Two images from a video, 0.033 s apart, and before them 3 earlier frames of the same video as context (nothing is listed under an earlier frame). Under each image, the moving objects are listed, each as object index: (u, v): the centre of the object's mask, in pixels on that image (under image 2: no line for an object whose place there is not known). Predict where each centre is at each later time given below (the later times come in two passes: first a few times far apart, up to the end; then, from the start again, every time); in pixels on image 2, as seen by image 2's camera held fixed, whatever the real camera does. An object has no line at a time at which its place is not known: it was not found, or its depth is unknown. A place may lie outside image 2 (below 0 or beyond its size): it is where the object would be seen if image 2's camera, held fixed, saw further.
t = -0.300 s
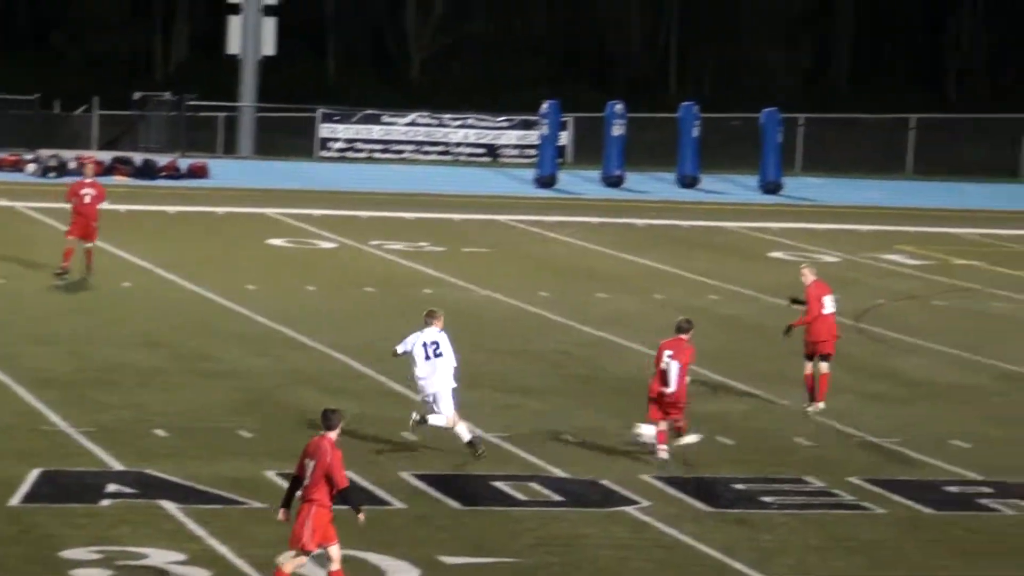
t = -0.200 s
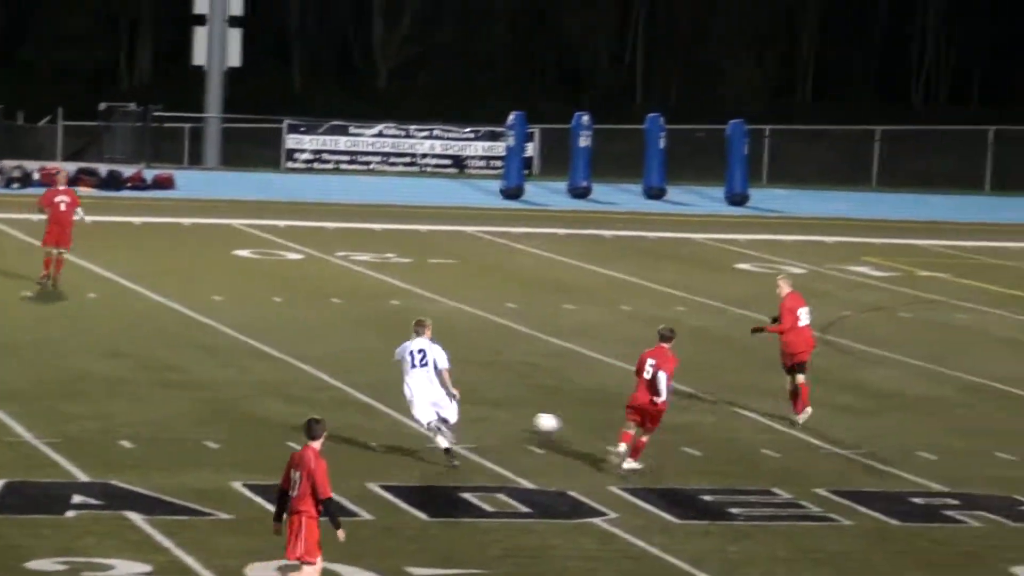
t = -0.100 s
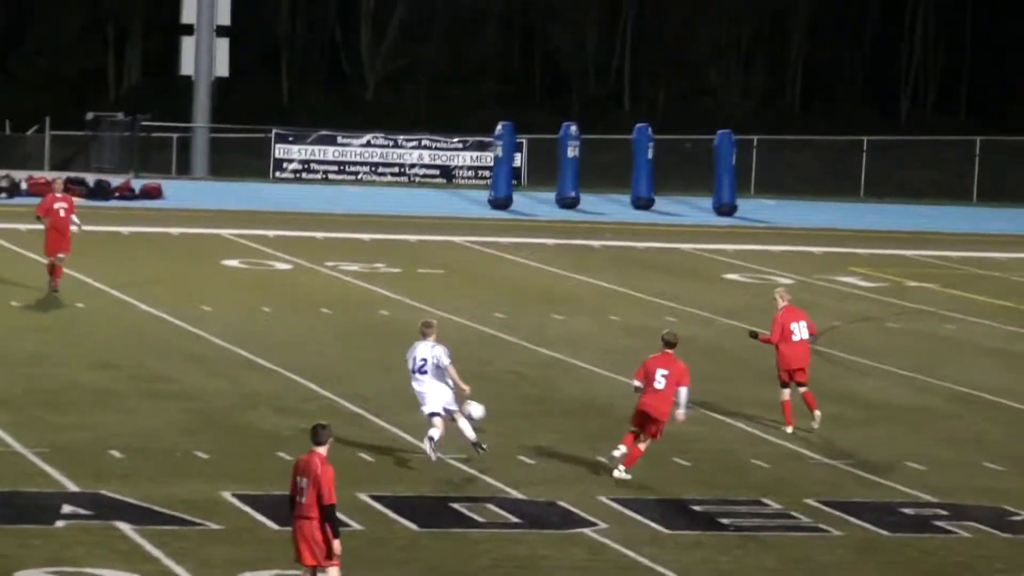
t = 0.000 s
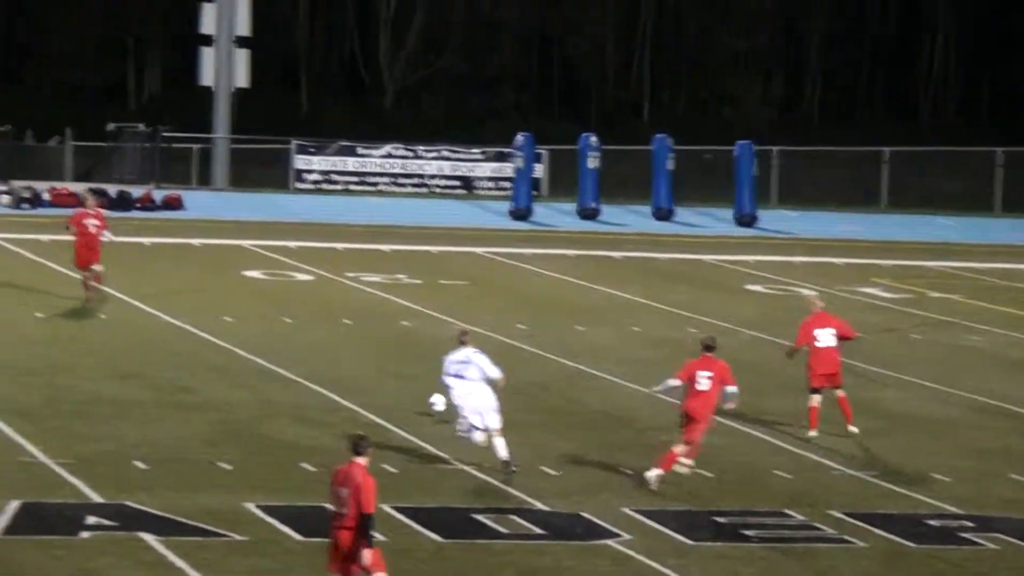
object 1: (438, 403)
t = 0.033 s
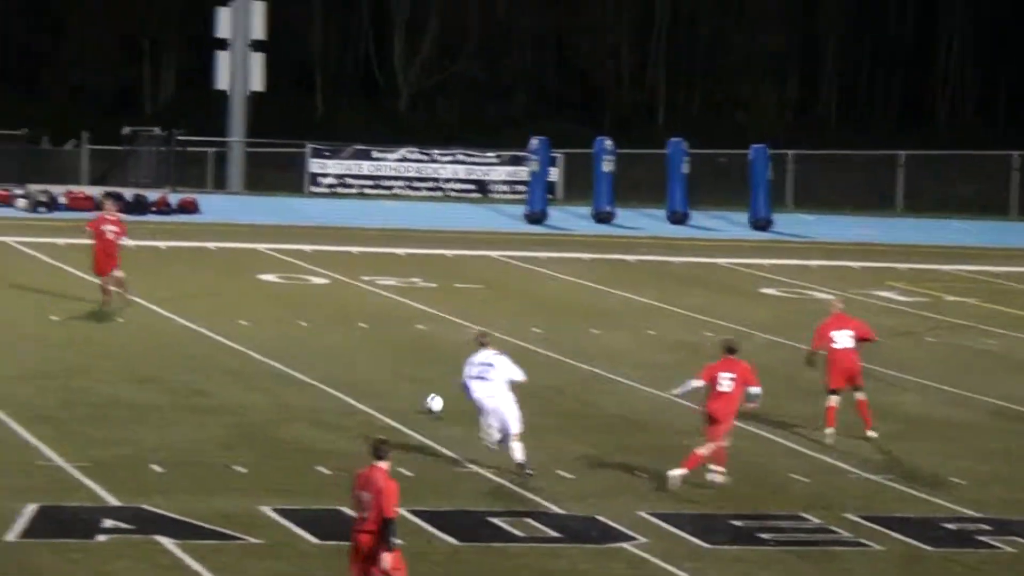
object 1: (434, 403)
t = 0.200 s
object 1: (350, 376)
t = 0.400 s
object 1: (263, 353)
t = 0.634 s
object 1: (176, 339)
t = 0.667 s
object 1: (166, 333)
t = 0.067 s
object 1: (416, 400)
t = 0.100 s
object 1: (399, 393)
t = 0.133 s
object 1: (382, 386)
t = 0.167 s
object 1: (366, 380)
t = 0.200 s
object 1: (350, 376)
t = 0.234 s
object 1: (334, 372)
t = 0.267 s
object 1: (319, 370)
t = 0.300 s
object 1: (303, 369)
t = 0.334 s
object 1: (288, 366)
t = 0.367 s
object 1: (276, 359)
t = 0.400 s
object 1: (263, 353)
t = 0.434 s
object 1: (250, 348)
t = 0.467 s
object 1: (237, 344)
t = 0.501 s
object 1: (224, 342)
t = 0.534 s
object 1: (212, 341)
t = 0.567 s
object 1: (200, 340)
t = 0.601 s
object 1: (187, 342)
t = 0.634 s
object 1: (176, 339)
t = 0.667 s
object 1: (166, 333)
